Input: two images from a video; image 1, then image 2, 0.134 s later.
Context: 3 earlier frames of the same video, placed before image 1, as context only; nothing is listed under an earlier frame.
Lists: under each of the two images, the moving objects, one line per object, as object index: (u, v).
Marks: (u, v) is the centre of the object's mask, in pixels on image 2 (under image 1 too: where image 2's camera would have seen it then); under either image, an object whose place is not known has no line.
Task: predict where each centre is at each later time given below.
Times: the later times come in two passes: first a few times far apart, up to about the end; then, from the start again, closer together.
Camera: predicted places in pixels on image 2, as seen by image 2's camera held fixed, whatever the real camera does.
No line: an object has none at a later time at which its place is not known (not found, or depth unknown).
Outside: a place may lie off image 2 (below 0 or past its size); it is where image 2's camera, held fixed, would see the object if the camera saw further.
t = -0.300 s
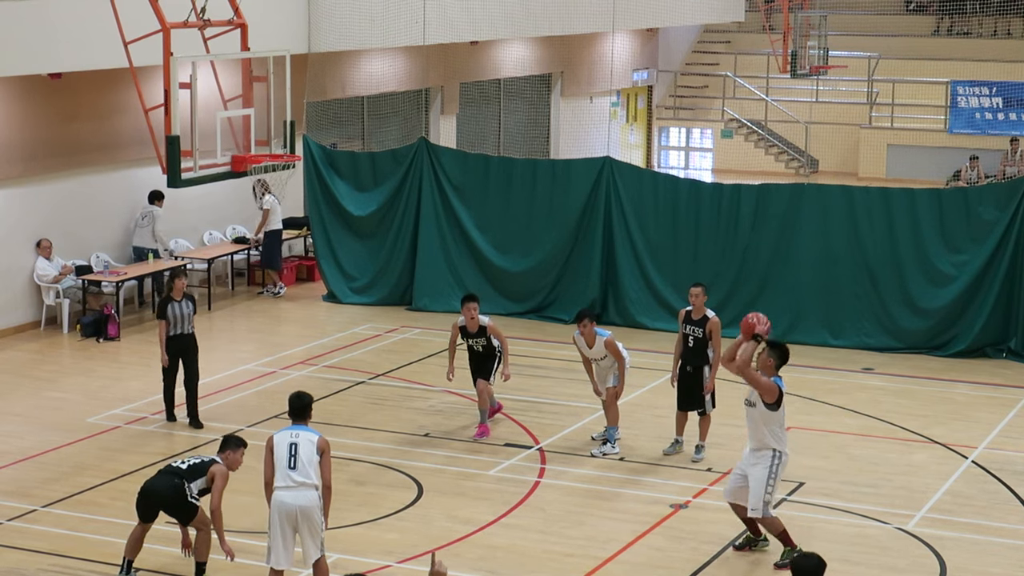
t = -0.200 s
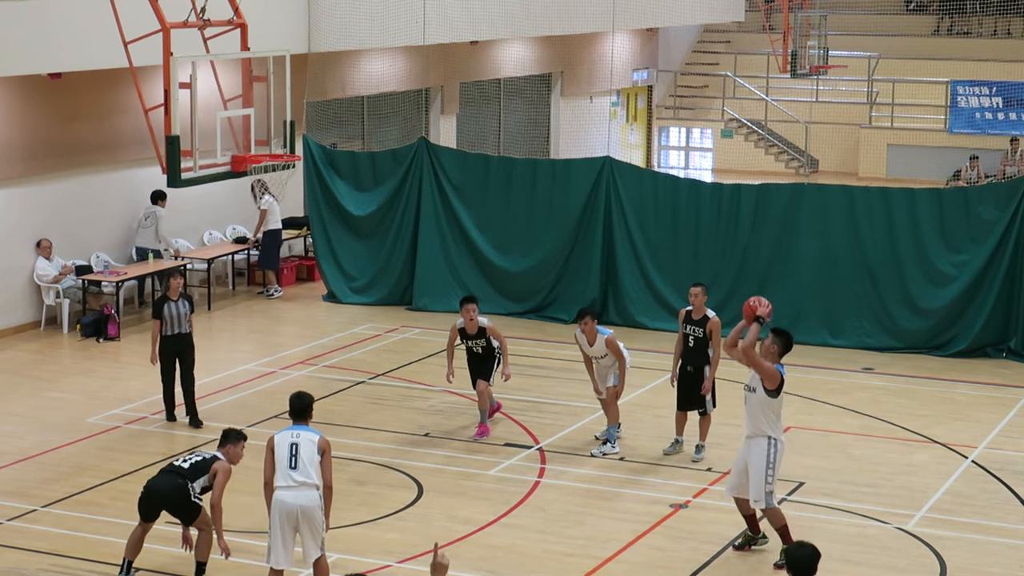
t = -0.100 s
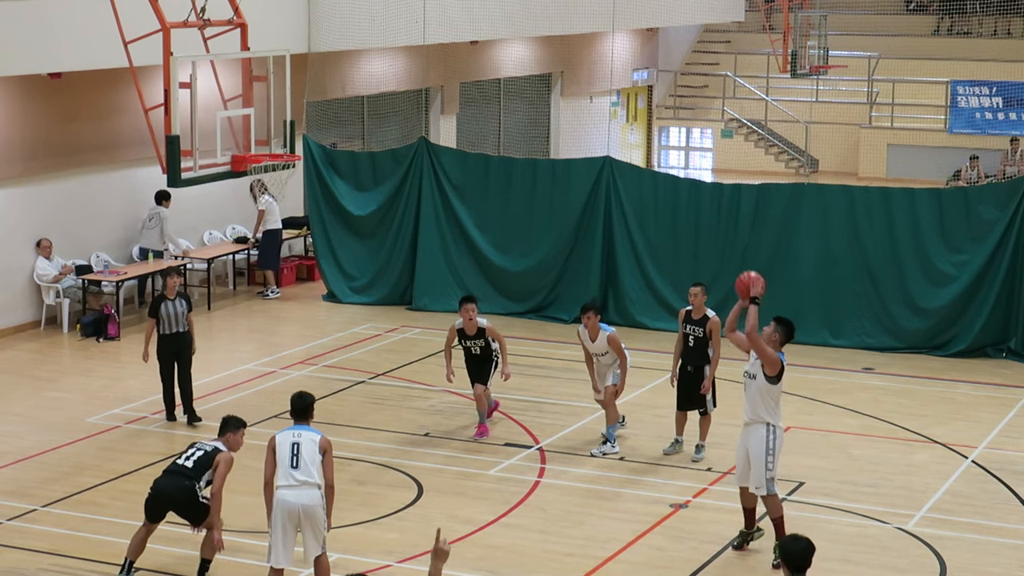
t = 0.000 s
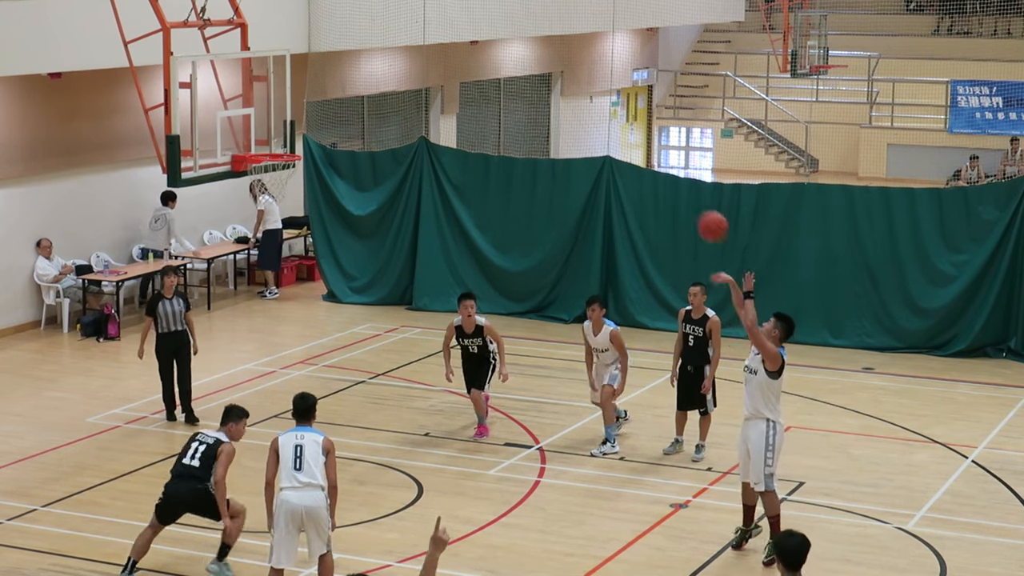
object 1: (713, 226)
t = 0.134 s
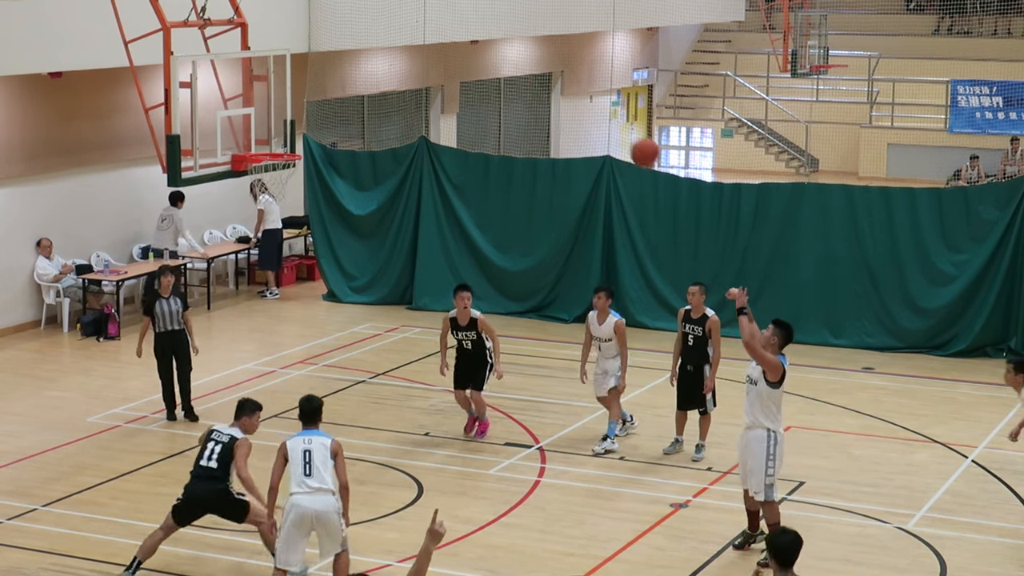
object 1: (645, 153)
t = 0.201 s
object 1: (611, 123)
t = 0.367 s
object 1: (529, 75)
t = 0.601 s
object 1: (417, 64)
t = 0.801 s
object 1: (326, 102)
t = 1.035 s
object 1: (267, 149)
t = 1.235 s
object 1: (267, 148)
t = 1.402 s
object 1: (259, 145)
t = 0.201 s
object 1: (611, 123)
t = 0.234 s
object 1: (594, 111)
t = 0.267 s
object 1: (577, 100)
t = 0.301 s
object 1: (560, 90)
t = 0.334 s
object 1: (545, 82)
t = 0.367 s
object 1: (529, 75)
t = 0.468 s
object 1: (480, 62)
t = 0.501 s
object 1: (465, 62)
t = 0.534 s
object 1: (449, 62)
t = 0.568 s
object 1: (433, 62)
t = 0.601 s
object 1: (417, 64)
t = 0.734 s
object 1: (356, 84)
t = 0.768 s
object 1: (342, 93)
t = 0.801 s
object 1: (326, 102)
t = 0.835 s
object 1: (312, 113)
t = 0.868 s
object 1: (297, 125)
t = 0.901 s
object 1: (283, 137)
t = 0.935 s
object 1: (270, 148)
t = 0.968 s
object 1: (265, 149)
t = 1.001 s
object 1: (262, 149)
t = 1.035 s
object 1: (267, 149)
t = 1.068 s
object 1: (277, 150)
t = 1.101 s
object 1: (285, 150)
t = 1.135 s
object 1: (285, 150)
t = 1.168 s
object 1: (282, 149)
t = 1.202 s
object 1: (276, 150)
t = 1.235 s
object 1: (267, 148)
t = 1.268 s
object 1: (263, 148)
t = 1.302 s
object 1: (259, 147)
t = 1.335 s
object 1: (258, 146)
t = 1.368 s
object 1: (258, 145)
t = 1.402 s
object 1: (259, 145)
